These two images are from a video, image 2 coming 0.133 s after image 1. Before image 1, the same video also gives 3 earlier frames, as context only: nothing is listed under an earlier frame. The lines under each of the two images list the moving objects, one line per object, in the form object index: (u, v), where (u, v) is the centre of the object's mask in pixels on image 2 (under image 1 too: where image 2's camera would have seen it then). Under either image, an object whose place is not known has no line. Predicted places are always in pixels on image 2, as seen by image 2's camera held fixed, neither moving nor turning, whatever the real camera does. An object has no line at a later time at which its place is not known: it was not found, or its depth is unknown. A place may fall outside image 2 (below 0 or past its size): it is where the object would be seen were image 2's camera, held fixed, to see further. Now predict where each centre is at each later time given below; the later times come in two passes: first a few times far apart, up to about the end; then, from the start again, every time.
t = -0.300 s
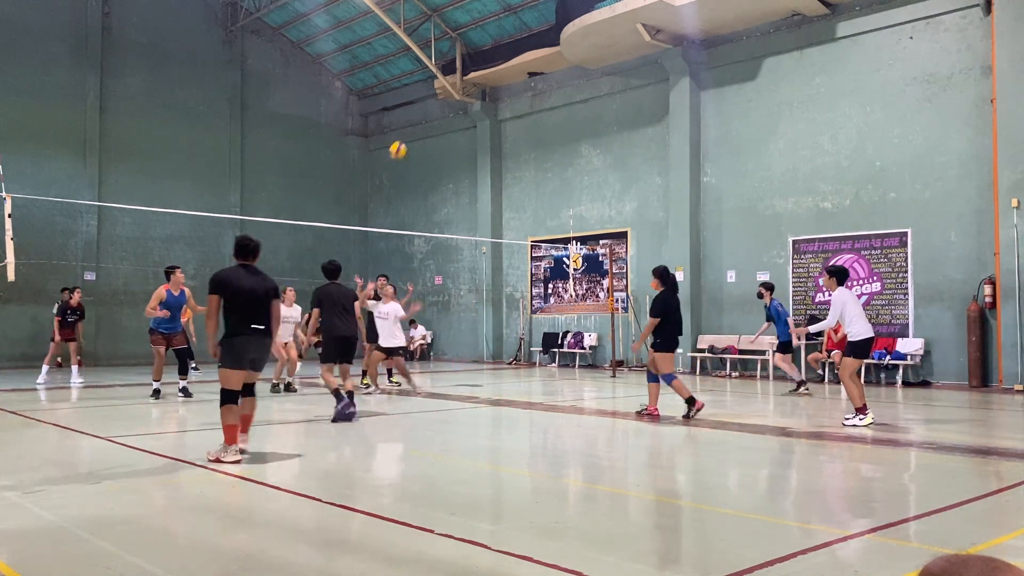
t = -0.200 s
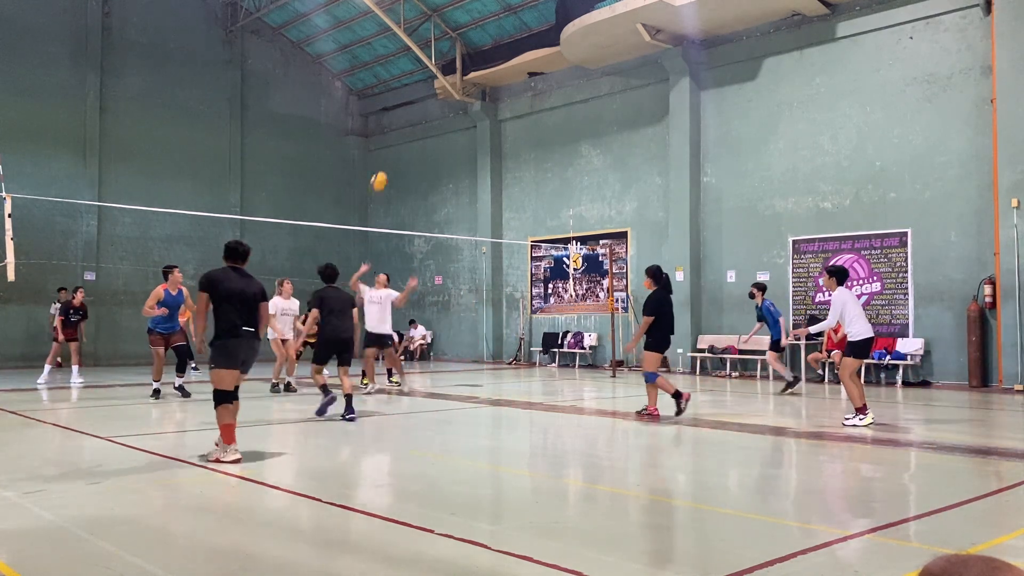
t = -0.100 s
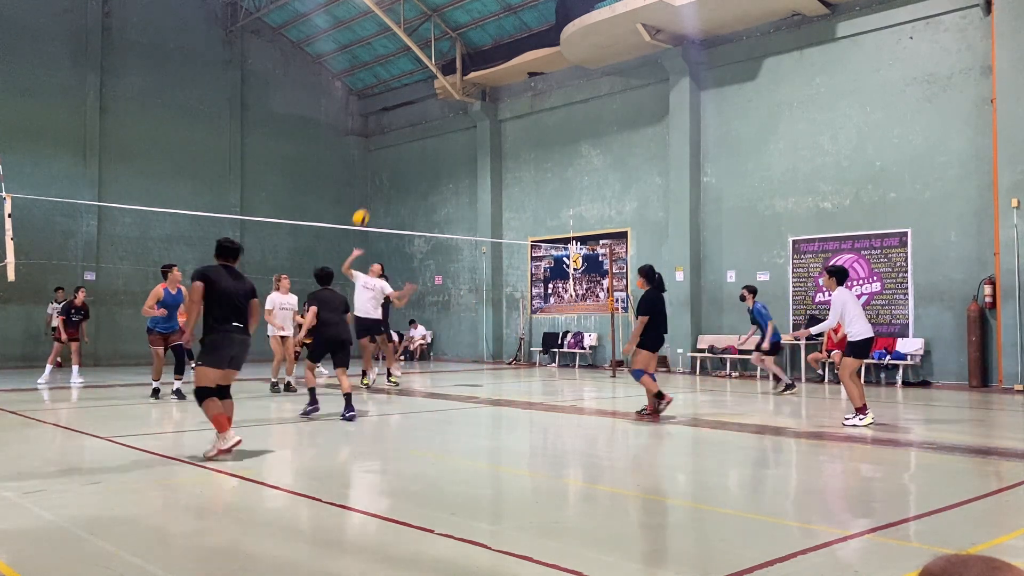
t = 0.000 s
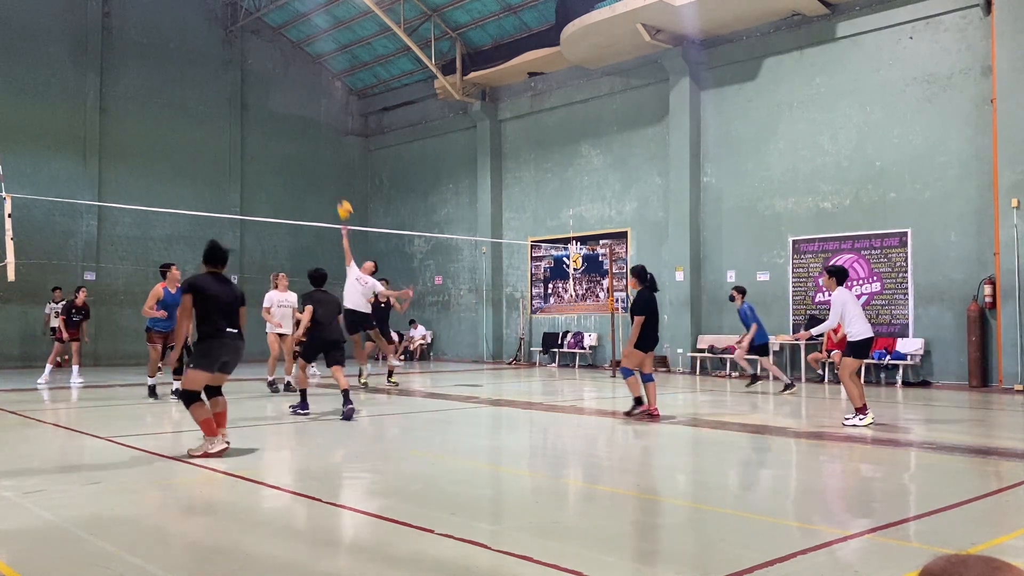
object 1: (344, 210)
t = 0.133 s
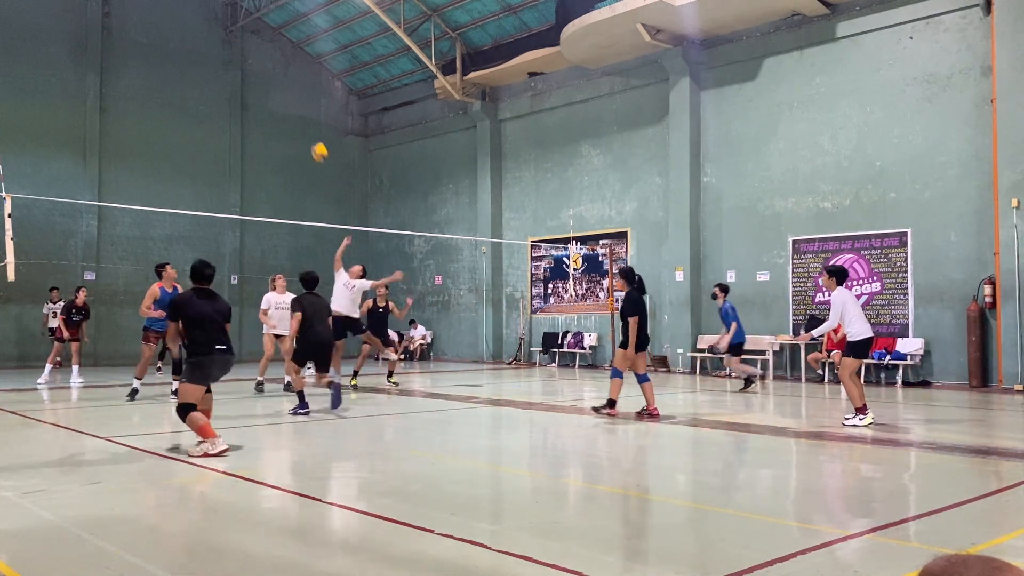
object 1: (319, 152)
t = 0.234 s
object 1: (301, 115)
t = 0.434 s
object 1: (262, 62)
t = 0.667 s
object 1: (216, 36)
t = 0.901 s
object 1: (164, 53)
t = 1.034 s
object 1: (133, 84)
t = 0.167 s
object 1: (313, 139)
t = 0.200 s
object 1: (307, 127)
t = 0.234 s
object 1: (301, 115)
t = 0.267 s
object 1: (294, 104)
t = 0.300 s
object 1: (288, 95)
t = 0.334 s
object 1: (282, 85)
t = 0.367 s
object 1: (276, 77)
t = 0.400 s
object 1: (269, 69)
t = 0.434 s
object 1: (262, 62)
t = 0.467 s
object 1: (256, 56)
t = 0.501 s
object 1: (250, 51)
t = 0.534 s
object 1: (243, 46)
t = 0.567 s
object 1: (236, 42)
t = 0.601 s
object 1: (230, 39)
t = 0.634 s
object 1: (223, 37)
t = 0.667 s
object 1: (216, 36)
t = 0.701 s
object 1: (208, 36)
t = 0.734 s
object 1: (201, 36)
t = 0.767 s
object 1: (194, 37)
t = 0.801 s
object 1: (187, 40)
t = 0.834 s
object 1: (180, 43)
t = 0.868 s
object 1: (172, 48)
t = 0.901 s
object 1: (164, 53)
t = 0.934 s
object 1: (157, 59)
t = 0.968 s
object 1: (149, 66)
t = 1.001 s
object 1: (141, 74)
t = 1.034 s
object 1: (133, 84)
